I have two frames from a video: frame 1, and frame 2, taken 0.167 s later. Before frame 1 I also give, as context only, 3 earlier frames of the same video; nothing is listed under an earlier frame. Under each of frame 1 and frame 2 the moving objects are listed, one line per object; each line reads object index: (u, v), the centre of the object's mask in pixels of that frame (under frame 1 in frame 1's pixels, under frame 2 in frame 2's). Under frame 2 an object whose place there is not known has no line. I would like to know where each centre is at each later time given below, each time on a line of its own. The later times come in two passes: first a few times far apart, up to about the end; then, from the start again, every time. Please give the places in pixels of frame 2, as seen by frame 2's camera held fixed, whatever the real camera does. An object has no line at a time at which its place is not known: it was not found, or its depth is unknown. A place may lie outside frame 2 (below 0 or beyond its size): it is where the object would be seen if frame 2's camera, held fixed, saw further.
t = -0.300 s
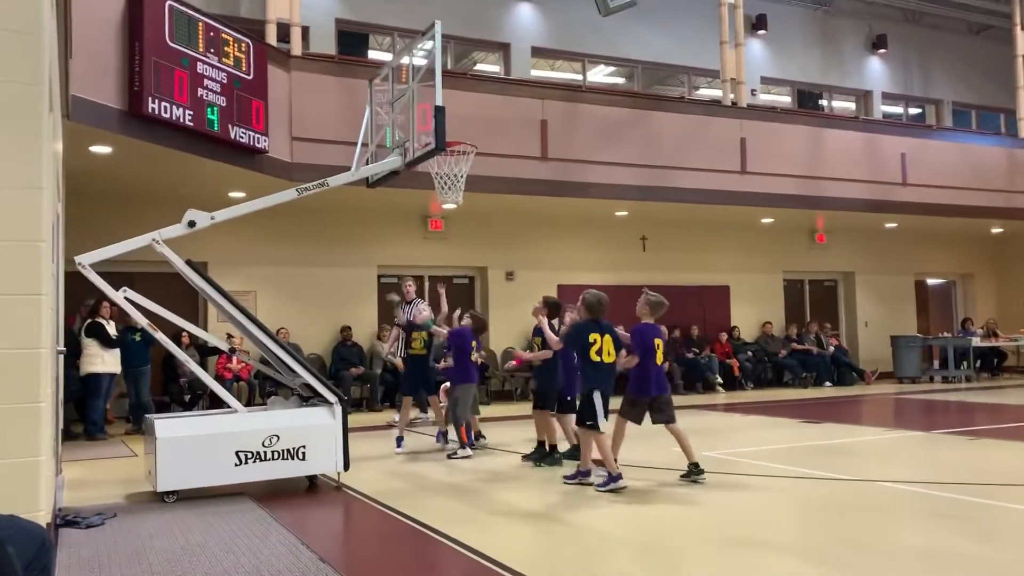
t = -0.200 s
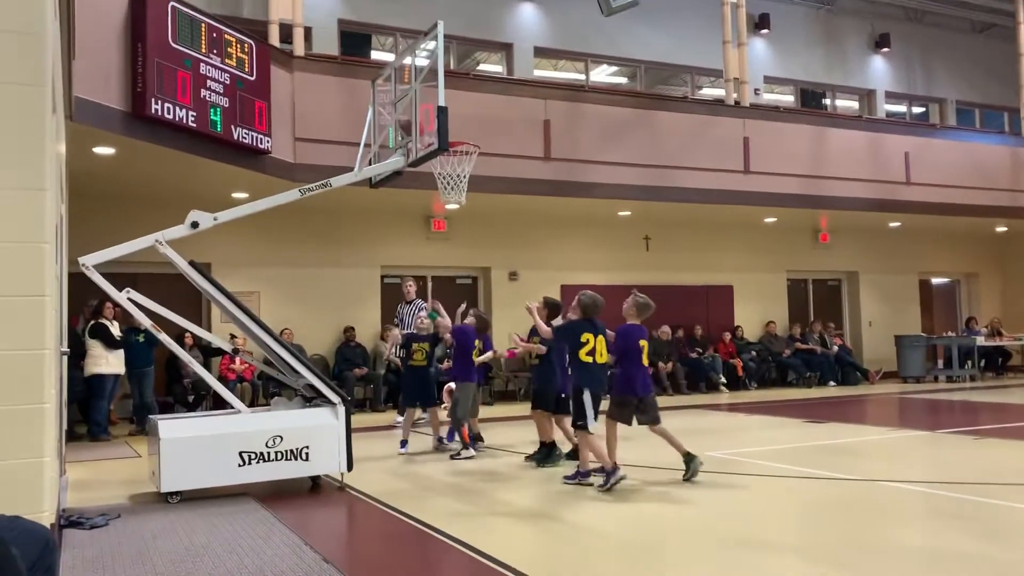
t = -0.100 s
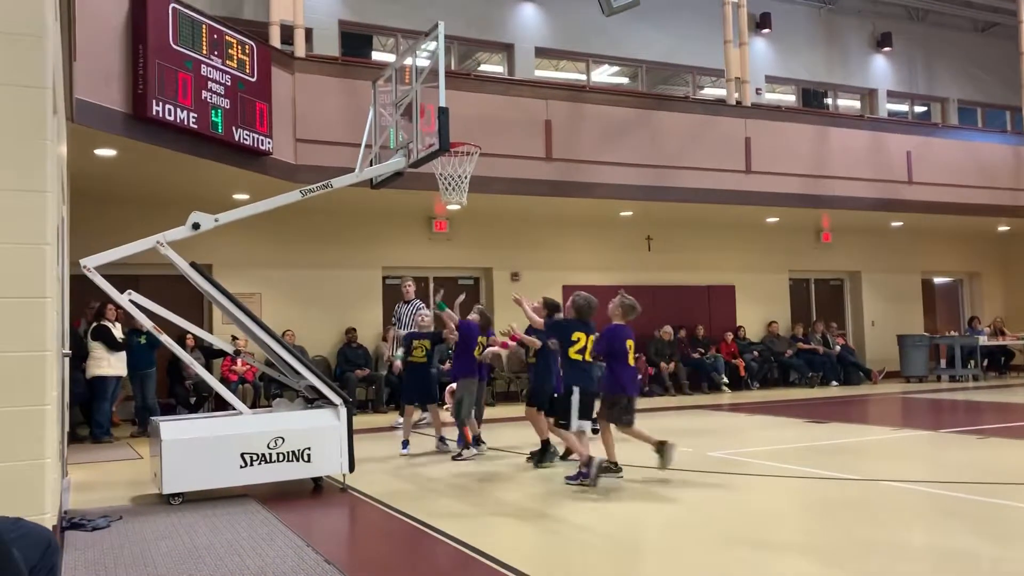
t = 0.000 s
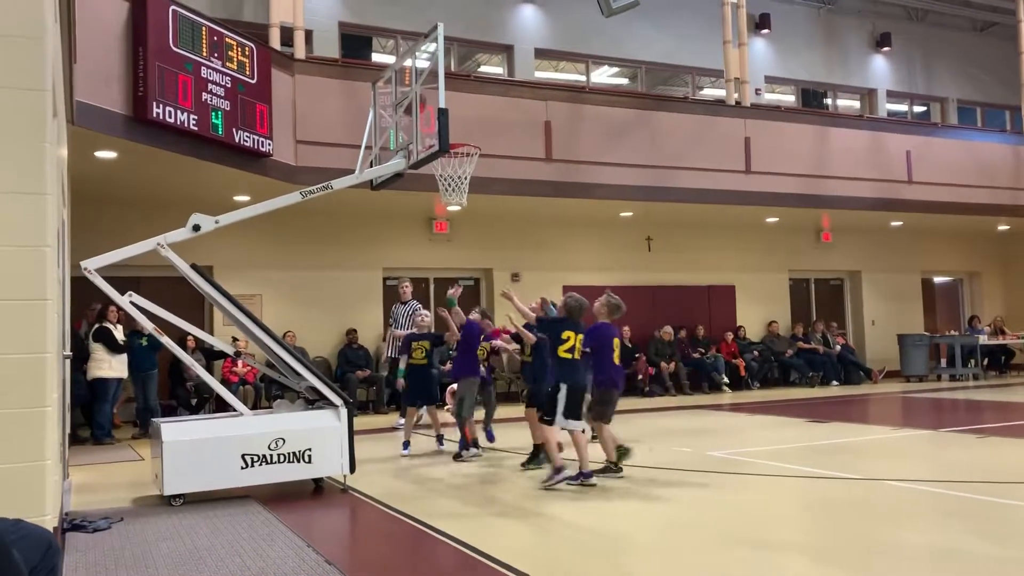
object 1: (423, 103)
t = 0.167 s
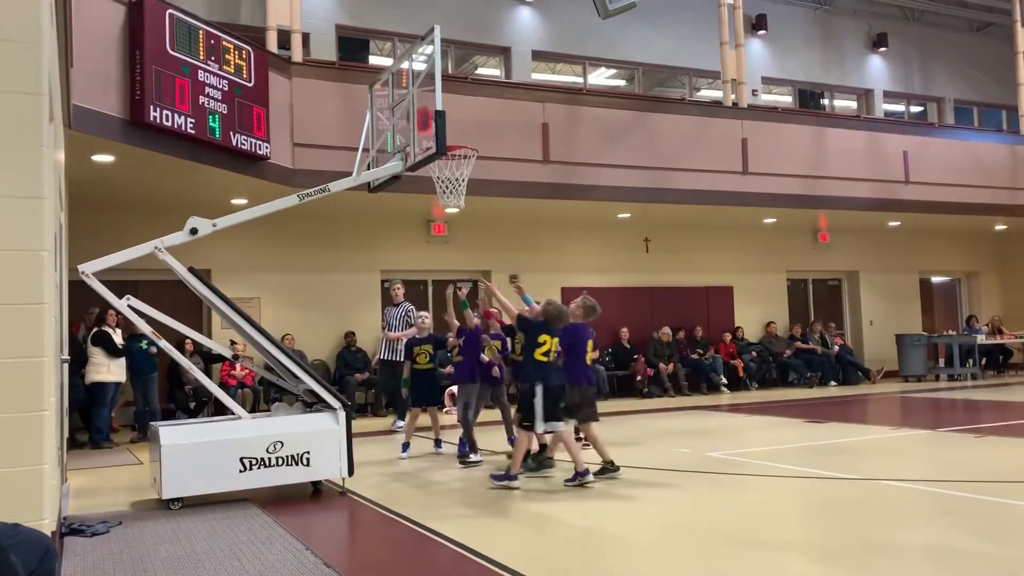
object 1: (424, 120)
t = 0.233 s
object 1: (425, 132)
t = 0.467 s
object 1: (454, 115)
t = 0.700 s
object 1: (475, 137)
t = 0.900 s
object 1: (485, 142)
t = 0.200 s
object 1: (424, 124)
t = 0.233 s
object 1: (425, 132)
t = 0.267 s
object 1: (425, 132)
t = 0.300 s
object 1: (426, 126)
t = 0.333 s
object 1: (428, 120)
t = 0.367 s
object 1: (444, 116)
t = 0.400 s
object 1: (450, 114)
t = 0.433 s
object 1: (452, 114)
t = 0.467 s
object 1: (454, 115)
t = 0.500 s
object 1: (457, 117)
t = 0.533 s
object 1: (460, 120)
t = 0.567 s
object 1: (464, 123)
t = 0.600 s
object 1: (467, 129)
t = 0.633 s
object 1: (472, 135)
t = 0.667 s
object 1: (474, 137)
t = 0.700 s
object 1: (475, 137)
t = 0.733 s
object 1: (476, 137)
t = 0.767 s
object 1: (477, 138)
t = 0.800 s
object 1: (479, 138)
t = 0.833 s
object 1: (481, 139)
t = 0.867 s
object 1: (483, 140)
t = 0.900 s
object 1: (485, 142)
